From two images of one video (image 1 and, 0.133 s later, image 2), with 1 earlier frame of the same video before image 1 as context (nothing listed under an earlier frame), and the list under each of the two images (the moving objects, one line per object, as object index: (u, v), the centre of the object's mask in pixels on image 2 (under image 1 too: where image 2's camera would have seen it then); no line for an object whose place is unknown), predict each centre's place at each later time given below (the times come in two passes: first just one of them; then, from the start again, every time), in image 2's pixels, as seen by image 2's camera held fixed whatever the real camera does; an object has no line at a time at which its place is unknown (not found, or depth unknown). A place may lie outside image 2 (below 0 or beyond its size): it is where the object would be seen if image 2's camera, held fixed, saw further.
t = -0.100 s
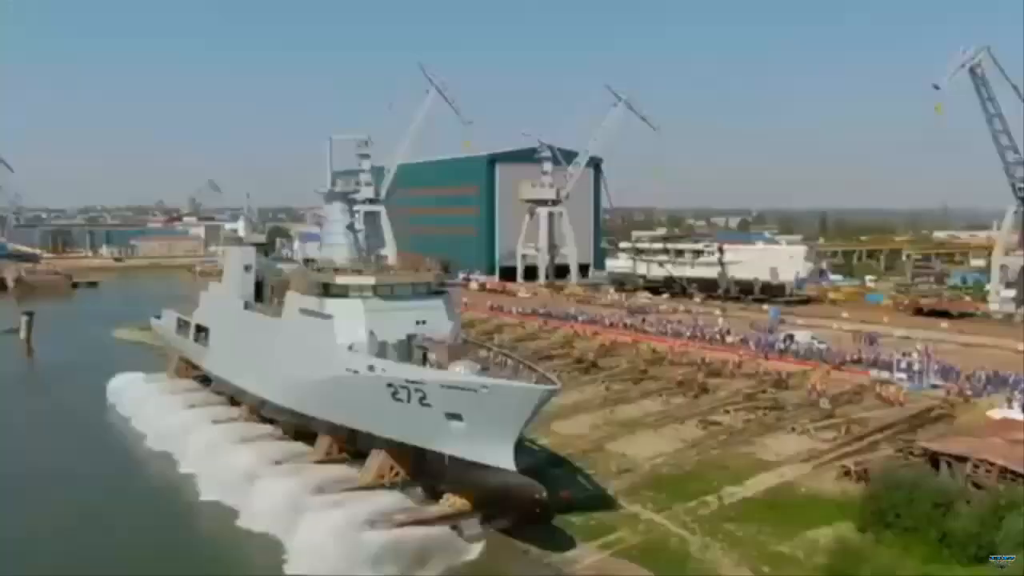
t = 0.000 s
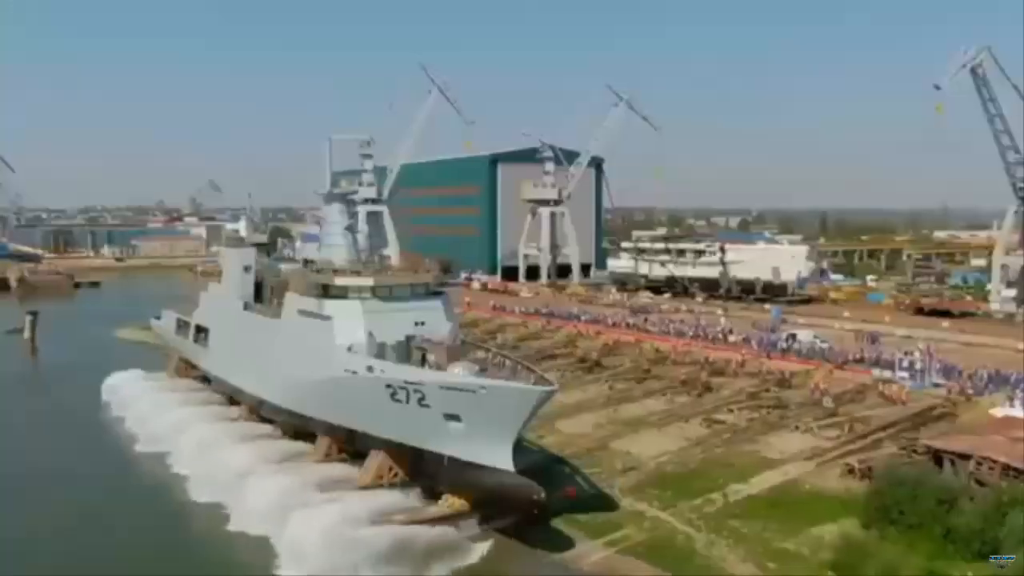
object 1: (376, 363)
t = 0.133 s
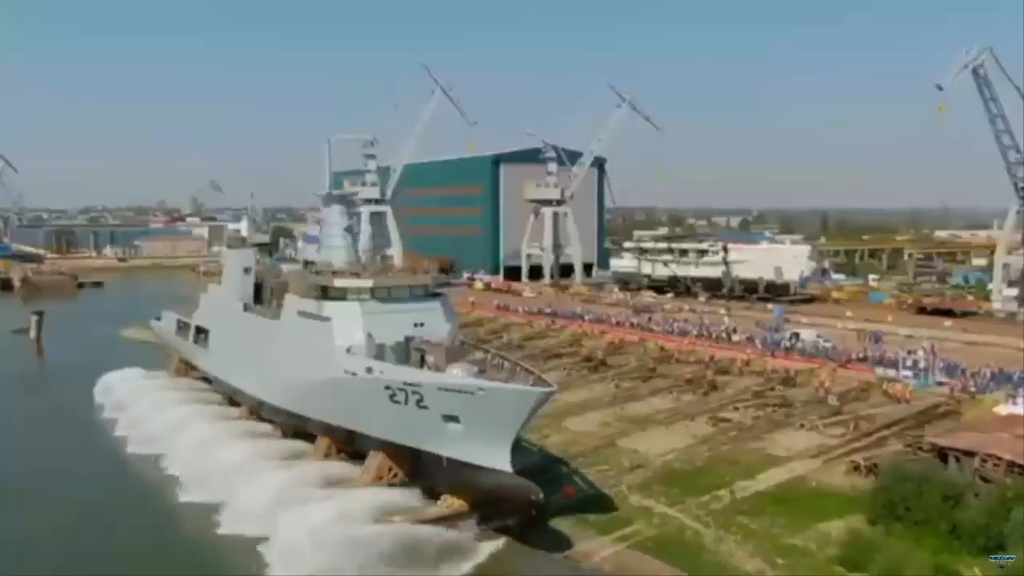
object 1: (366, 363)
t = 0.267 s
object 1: (358, 364)
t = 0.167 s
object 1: (365, 364)
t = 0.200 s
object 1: (362, 364)
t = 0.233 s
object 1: (360, 364)
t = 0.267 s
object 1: (358, 364)
